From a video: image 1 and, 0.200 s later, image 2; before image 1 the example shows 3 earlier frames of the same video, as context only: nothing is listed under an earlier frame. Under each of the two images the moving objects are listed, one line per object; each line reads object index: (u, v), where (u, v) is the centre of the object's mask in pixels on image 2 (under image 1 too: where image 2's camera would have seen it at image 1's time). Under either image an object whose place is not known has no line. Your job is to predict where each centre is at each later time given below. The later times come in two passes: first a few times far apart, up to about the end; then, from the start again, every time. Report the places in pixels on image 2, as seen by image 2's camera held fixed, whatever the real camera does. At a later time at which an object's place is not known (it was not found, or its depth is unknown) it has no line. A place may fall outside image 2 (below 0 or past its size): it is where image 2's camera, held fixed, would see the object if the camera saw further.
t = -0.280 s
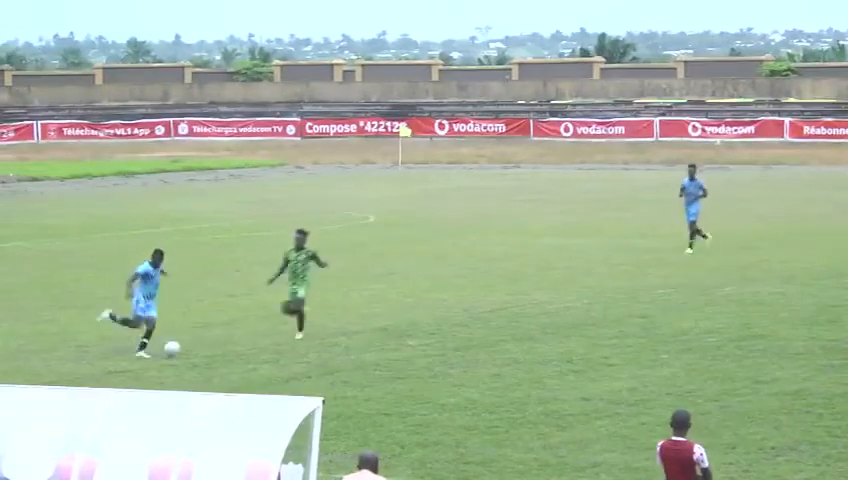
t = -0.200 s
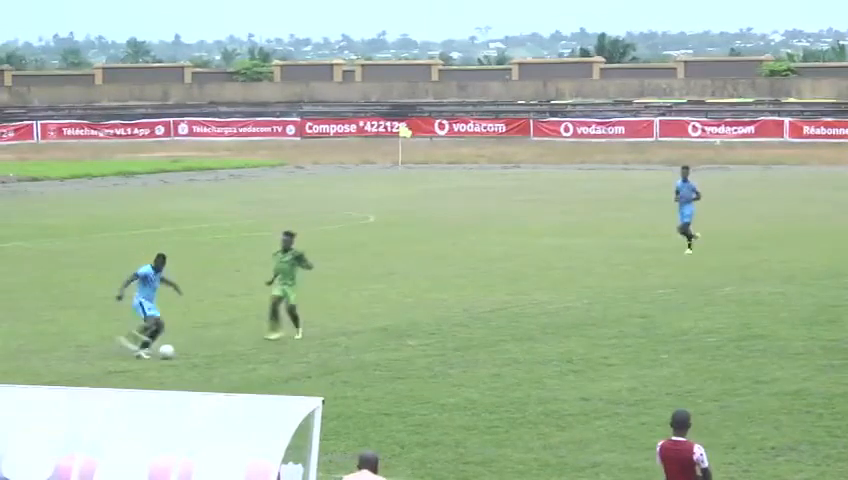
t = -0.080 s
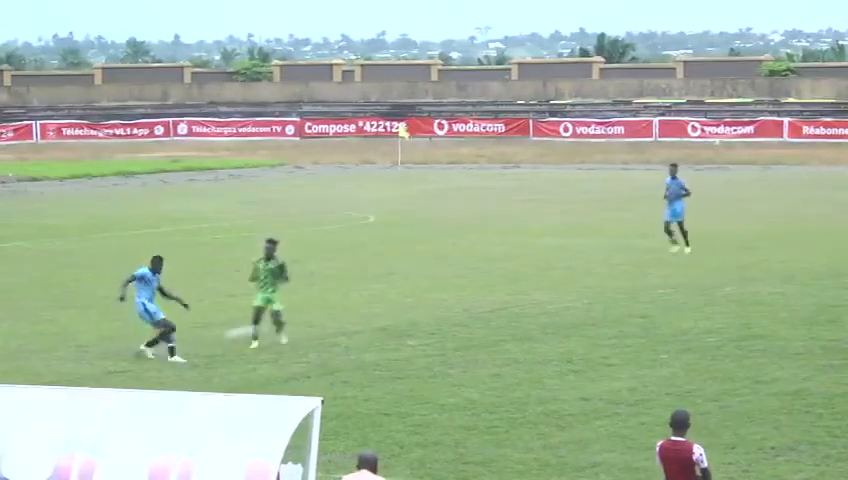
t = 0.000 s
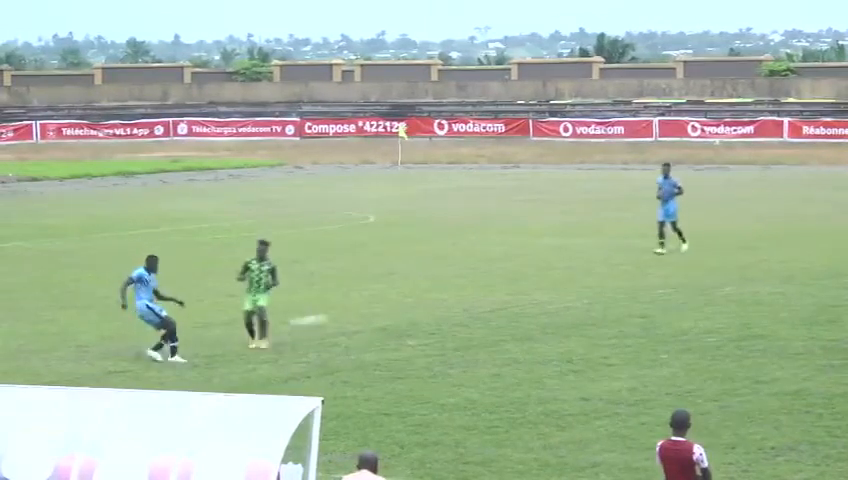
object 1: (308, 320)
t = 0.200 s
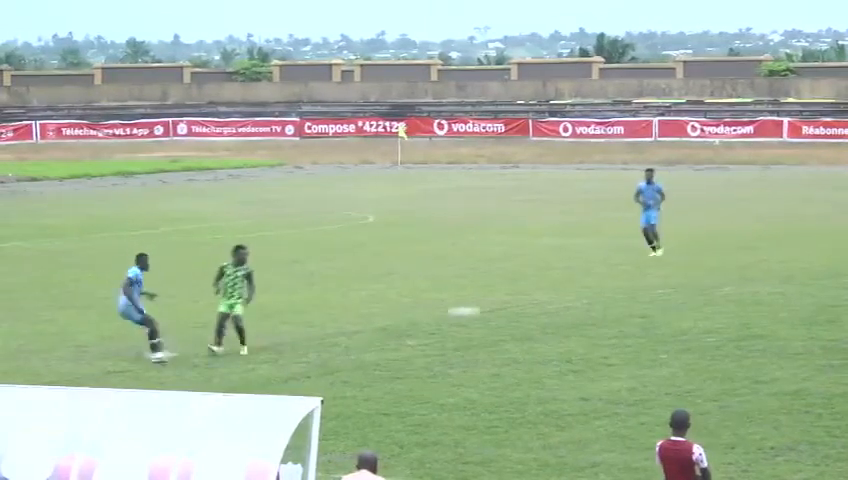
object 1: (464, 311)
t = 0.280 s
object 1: (521, 314)
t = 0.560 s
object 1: (680, 309)
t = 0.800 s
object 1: (784, 306)
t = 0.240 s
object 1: (494, 312)
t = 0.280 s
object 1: (521, 314)
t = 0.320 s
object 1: (550, 318)
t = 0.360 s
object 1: (578, 322)
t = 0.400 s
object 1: (601, 319)
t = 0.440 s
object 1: (621, 315)
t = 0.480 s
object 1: (640, 312)
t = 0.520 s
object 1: (660, 309)
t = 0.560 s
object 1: (680, 309)
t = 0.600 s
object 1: (699, 308)
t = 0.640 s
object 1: (718, 308)
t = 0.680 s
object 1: (737, 310)
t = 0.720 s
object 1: (755, 312)
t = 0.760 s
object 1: (770, 309)
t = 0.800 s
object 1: (784, 306)
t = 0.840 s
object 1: (797, 305)
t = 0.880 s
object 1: (811, 303)
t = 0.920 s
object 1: (824, 303)
